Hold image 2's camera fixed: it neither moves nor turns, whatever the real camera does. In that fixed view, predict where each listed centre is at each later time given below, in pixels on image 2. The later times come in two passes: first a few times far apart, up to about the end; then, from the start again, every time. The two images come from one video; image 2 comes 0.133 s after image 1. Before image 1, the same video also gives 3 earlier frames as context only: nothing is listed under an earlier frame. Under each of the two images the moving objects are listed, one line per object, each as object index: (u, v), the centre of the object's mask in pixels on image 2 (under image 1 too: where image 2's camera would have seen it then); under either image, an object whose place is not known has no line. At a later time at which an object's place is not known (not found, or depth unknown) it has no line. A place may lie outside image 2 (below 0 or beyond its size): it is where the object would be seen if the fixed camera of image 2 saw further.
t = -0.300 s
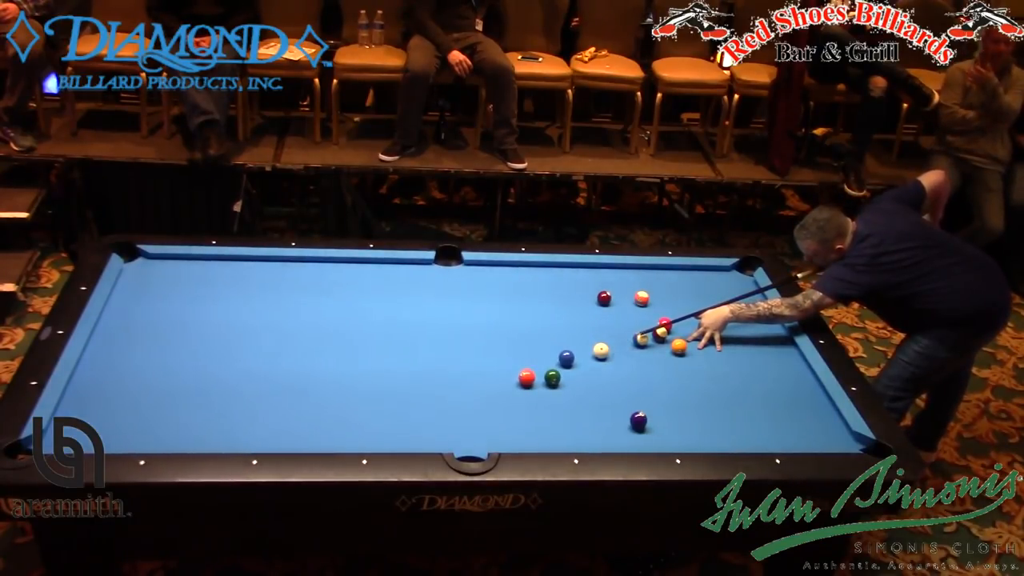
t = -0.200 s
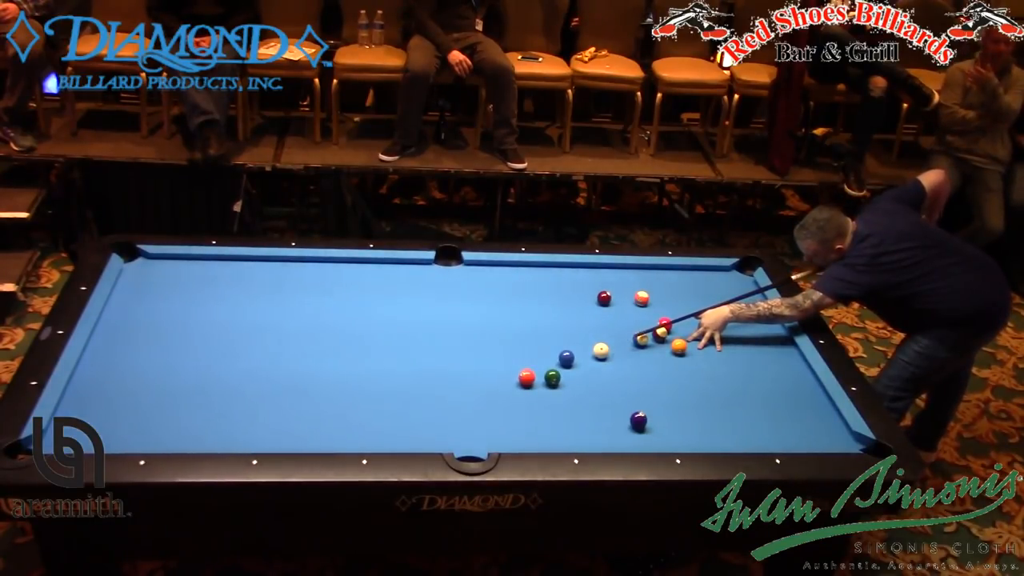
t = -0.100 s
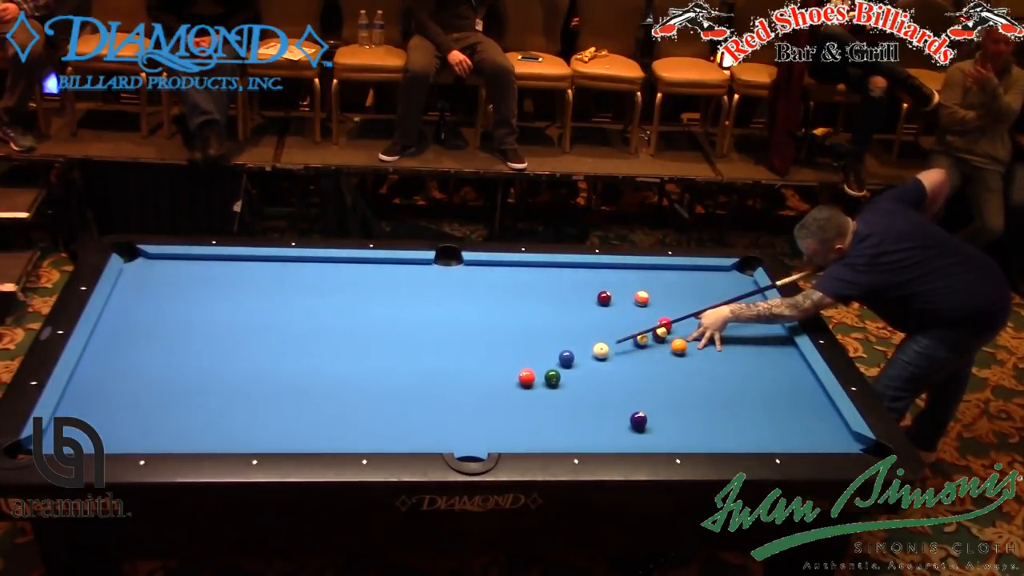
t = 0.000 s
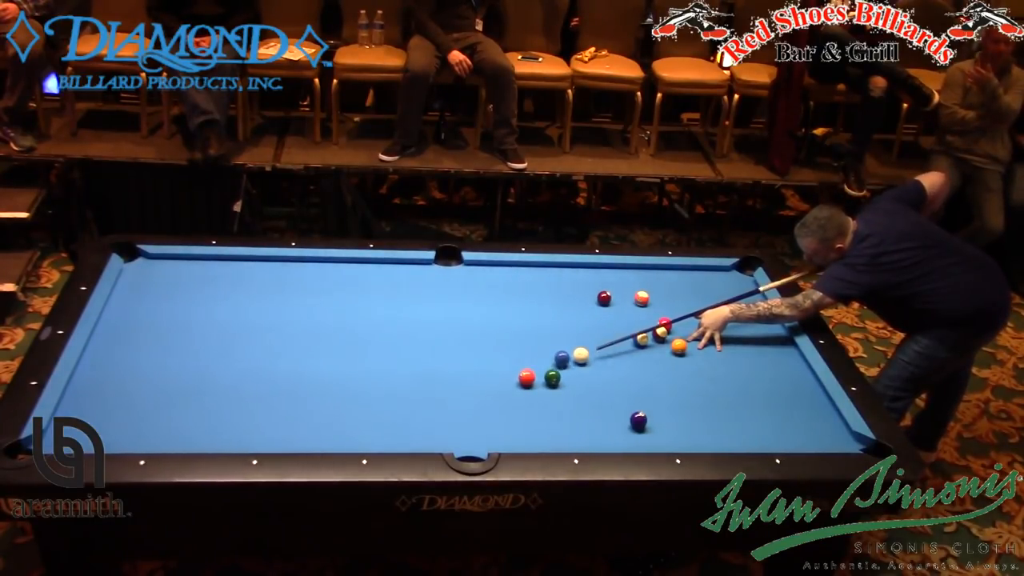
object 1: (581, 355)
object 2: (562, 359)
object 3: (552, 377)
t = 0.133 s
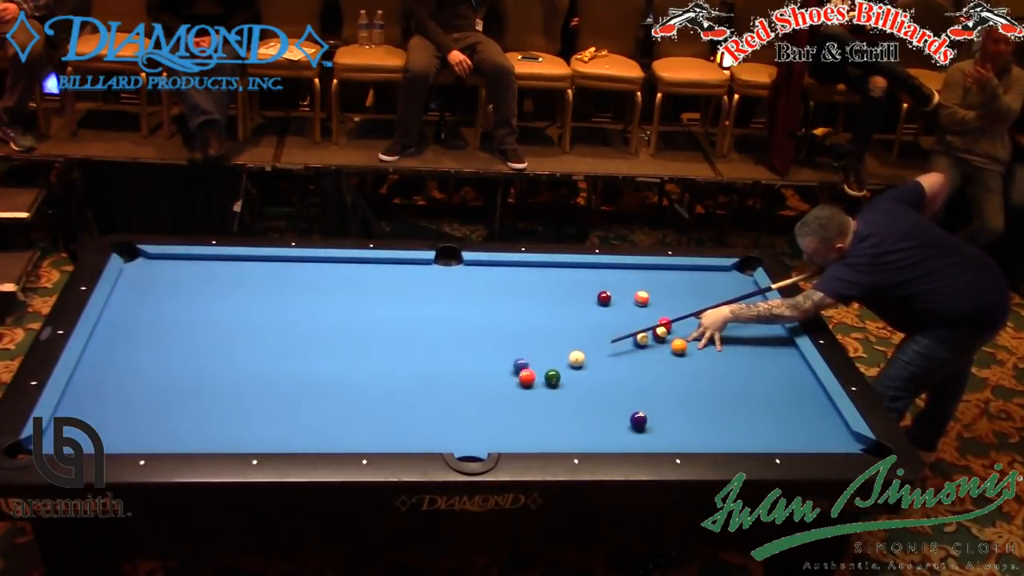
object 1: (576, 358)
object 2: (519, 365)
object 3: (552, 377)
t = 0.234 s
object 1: (570, 361)
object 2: (496, 371)
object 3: (552, 377)
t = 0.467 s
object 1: (556, 366)
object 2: (440, 381)
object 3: (552, 378)
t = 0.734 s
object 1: (544, 367)
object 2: (377, 393)
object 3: (549, 383)
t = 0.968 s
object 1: (535, 367)
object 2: (321, 403)
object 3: (547, 387)
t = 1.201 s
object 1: (526, 365)
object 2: (263, 413)
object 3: (545, 391)
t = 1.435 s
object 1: (520, 365)
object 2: (205, 423)
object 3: (544, 394)
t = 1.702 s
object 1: (515, 365)
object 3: (543, 397)
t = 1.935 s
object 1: (511, 366)
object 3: (542, 399)
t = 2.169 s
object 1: (510, 365)
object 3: (541, 400)
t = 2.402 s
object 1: (509, 365)
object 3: (541, 401)
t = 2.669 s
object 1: (509, 365)
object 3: (540, 401)
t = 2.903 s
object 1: (509, 365)
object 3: (540, 401)
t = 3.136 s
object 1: (509, 365)
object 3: (540, 401)
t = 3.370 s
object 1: (509, 365)
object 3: (540, 401)
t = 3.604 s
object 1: (509, 365)
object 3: (540, 401)
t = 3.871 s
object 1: (509, 365)
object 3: (540, 401)
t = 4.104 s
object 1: (509, 365)
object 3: (540, 401)
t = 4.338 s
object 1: (509, 365)
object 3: (540, 401)
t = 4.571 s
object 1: (509, 365)
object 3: (540, 401)
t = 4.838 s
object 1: (509, 365)
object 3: (540, 401)
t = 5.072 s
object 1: (509, 365)
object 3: (540, 401)
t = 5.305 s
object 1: (509, 365)
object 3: (540, 401)
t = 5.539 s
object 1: (509, 365)
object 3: (540, 401)
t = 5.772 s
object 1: (509, 365)
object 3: (540, 401)
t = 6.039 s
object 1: (509, 365)
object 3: (540, 401)
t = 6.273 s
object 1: (509, 365)
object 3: (540, 401)
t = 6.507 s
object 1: (509, 365)
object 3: (540, 401)
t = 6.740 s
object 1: (509, 365)
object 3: (540, 401)
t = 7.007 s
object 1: (509, 365)
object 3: (540, 401)
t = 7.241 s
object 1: (509, 365)
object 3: (540, 401)
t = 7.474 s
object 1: (509, 365)
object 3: (540, 401)
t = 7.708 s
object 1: (509, 365)
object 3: (540, 401)
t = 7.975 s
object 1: (509, 365)
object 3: (540, 401)
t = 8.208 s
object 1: (509, 365)
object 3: (540, 401)
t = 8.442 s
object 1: (509, 365)
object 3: (540, 401)
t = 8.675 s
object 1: (509, 365)
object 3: (540, 401)
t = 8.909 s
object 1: (509, 365)
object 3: (540, 401)
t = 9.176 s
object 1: (509, 365)
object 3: (540, 401)
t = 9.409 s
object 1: (509, 365)
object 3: (540, 401)
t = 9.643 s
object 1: (509, 365)
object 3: (540, 401)
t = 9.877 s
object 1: (509, 365)
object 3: (540, 401)
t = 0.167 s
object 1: (574, 359)
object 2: (512, 368)
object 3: (552, 377)
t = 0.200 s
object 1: (572, 360)
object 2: (503, 370)
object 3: (552, 377)
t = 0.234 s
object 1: (570, 361)
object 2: (496, 371)
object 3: (552, 377)
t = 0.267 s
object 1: (568, 362)
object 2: (487, 373)
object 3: (552, 377)
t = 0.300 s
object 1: (566, 363)
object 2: (480, 374)
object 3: (552, 377)
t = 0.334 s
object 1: (564, 364)
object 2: (472, 375)
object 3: (552, 377)
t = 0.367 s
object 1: (562, 365)
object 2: (464, 377)
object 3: (552, 377)
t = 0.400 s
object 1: (560, 365)
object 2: (457, 378)
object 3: (552, 377)
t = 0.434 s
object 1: (558, 365)
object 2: (449, 380)
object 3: (552, 378)
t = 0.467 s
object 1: (556, 366)
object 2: (440, 381)
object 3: (552, 378)
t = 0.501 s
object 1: (554, 366)
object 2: (433, 382)
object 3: (552, 379)
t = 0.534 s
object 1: (552, 366)
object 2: (425, 384)
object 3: (552, 379)
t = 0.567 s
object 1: (551, 366)
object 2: (417, 385)
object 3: (551, 380)
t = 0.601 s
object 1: (549, 367)
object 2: (409, 387)
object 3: (551, 380)
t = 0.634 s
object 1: (548, 367)
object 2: (401, 388)
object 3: (551, 381)
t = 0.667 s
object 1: (546, 367)
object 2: (393, 390)
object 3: (550, 381)
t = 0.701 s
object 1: (545, 367)
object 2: (385, 391)
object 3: (550, 382)
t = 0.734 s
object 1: (544, 367)
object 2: (377, 393)
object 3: (549, 383)
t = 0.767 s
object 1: (542, 367)
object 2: (369, 394)
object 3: (549, 383)
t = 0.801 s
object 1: (541, 367)
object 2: (361, 395)
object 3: (548, 384)
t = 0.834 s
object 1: (539, 368)
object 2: (353, 397)
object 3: (548, 385)
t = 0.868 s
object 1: (538, 368)
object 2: (345, 398)
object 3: (548, 385)
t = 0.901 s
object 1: (538, 368)
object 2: (337, 400)
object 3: (548, 386)
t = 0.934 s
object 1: (537, 367)
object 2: (329, 401)
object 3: (547, 386)
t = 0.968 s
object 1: (535, 367)
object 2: (321, 403)
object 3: (547, 387)
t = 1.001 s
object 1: (534, 366)
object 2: (312, 404)
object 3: (547, 388)
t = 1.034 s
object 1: (532, 366)
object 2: (304, 406)
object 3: (547, 388)
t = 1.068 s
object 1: (531, 366)
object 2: (296, 407)
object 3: (546, 389)
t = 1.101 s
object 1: (530, 366)
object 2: (288, 408)
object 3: (546, 390)
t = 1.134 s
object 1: (529, 366)
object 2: (280, 410)
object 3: (546, 391)
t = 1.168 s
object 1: (528, 365)
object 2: (271, 411)
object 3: (546, 391)
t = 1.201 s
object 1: (526, 365)
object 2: (263, 413)
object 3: (545, 391)
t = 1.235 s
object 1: (526, 365)
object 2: (255, 414)
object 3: (545, 392)
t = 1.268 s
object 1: (524, 365)
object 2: (246, 416)
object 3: (545, 392)
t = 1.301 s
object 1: (524, 365)
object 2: (238, 417)
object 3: (545, 393)
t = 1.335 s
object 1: (523, 365)
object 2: (229, 419)
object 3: (544, 393)
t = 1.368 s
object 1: (522, 365)
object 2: (221, 420)
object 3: (544, 393)
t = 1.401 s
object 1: (521, 365)
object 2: (213, 422)
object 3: (544, 394)
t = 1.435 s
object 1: (520, 365)
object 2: (205, 423)
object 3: (544, 394)
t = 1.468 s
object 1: (520, 365)
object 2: (196, 425)
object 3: (544, 395)
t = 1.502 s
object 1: (519, 365)
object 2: (187, 427)
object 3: (543, 395)
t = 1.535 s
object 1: (518, 365)
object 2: (179, 428)
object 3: (543, 396)
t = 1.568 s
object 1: (517, 365)
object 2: (170, 429)
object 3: (543, 396)
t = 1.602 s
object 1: (516, 365)
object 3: (543, 396)
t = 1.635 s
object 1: (516, 365)
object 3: (543, 397)
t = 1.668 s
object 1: (515, 365)
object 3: (543, 397)
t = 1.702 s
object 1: (515, 365)
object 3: (543, 397)
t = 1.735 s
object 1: (514, 365)
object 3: (543, 397)
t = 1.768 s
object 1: (514, 365)
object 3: (542, 398)
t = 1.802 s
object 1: (513, 365)
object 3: (542, 398)
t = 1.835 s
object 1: (513, 366)
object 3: (542, 398)
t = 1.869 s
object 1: (513, 365)
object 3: (542, 399)
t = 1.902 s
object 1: (512, 365)
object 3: (542, 399)
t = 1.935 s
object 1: (511, 366)
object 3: (542, 399)
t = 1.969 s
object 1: (511, 366)
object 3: (542, 399)
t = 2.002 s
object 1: (511, 366)
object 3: (542, 400)
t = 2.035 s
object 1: (510, 365)
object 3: (542, 400)
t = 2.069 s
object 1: (510, 366)
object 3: (542, 400)
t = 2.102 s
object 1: (510, 365)
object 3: (541, 400)
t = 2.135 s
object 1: (510, 365)
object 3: (541, 400)
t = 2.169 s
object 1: (510, 365)
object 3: (541, 400)
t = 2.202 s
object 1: (509, 365)
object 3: (541, 401)
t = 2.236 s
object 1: (509, 365)
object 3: (541, 401)
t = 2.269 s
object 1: (509, 365)
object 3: (541, 401)
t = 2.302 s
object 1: (509, 365)
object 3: (541, 401)
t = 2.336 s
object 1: (509, 365)
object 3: (541, 401)
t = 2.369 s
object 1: (509, 365)
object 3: (541, 401)
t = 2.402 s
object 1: (509, 365)
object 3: (541, 401)
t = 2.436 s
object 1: (509, 365)
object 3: (541, 401)
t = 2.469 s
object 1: (509, 365)
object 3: (541, 401)
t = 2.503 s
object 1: (509, 365)
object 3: (541, 401)
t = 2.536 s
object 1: (509, 365)
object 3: (540, 401)
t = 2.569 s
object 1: (509, 365)
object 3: (540, 401)
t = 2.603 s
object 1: (509, 365)
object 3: (540, 401)
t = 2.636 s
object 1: (509, 365)
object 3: (540, 401)
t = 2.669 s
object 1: (509, 365)
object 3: (540, 401)
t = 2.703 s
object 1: (509, 365)
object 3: (540, 401)
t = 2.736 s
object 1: (509, 365)
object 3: (540, 401)
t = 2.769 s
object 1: (509, 365)
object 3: (540, 401)
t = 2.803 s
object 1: (509, 365)
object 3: (540, 401)
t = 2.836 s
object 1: (509, 365)
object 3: (540, 401)
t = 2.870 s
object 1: (509, 365)
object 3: (540, 401)
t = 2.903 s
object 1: (509, 365)
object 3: (540, 401)
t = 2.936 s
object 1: (509, 365)
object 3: (540, 401)
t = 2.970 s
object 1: (509, 365)
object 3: (540, 401)
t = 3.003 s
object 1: (509, 365)
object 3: (540, 401)
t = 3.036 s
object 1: (509, 365)
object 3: (540, 401)
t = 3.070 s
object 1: (509, 365)
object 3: (540, 401)
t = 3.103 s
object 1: (509, 365)
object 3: (540, 401)
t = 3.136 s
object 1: (509, 365)
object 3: (540, 401)
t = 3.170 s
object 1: (509, 365)
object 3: (540, 401)
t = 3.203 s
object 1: (509, 365)
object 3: (540, 401)
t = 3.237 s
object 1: (509, 365)
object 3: (540, 401)
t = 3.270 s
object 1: (509, 365)
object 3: (540, 401)
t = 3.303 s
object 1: (509, 365)
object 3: (540, 401)
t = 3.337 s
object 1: (509, 365)
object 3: (540, 401)
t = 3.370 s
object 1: (509, 365)
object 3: (540, 401)
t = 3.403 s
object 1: (509, 365)
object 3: (540, 401)
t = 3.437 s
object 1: (509, 365)
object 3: (540, 401)
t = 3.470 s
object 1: (509, 365)
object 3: (540, 401)
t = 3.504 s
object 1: (509, 365)
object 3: (540, 401)
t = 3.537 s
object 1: (509, 365)
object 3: (540, 401)
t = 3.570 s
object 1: (509, 365)
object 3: (540, 401)
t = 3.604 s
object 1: (509, 365)
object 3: (540, 401)
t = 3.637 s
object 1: (509, 365)
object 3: (540, 401)
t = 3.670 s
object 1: (509, 365)
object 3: (540, 401)
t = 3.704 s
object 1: (509, 365)
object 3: (540, 401)
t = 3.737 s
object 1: (509, 365)
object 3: (540, 401)
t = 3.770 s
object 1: (509, 365)
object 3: (540, 401)
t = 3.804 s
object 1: (509, 365)
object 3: (540, 401)
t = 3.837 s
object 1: (509, 365)
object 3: (540, 401)
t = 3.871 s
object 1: (509, 365)
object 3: (540, 401)
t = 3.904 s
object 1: (509, 365)
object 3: (540, 401)
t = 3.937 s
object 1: (509, 365)
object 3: (540, 401)
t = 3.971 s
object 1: (509, 365)
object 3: (540, 401)
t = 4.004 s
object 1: (509, 365)
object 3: (540, 401)
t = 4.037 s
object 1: (509, 365)
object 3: (540, 401)
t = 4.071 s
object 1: (509, 365)
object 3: (540, 401)
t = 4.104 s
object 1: (509, 365)
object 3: (540, 401)
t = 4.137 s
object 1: (509, 365)
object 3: (540, 401)
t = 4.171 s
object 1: (509, 365)
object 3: (540, 401)
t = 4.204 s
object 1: (509, 365)
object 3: (540, 401)
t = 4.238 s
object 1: (509, 365)
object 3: (540, 401)
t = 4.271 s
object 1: (509, 365)
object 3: (540, 401)
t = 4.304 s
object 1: (509, 365)
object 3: (540, 401)
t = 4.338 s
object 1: (509, 365)
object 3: (540, 401)
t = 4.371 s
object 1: (509, 365)
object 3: (540, 401)
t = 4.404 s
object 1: (509, 365)
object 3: (540, 401)
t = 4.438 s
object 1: (509, 365)
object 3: (540, 401)
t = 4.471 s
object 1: (509, 365)
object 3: (540, 401)
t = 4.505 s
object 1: (509, 365)
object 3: (540, 401)
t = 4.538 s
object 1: (509, 365)
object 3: (540, 401)
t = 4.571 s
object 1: (509, 365)
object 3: (540, 401)
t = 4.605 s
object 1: (509, 365)
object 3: (540, 401)
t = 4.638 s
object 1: (509, 365)
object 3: (540, 401)
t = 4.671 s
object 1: (509, 365)
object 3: (540, 401)
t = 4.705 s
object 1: (509, 365)
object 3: (540, 401)
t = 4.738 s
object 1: (509, 365)
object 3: (540, 401)
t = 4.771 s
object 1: (509, 365)
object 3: (540, 401)
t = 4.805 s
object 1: (509, 365)
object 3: (540, 401)
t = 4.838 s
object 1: (509, 365)
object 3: (540, 401)
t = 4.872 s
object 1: (509, 365)
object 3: (540, 401)
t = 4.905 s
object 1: (509, 365)
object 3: (540, 401)
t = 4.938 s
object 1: (509, 365)
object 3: (540, 401)
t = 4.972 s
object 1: (509, 365)
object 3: (540, 401)
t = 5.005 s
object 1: (509, 365)
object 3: (540, 401)
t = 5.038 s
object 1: (509, 365)
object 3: (540, 401)
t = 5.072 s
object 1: (509, 365)
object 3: (540, 401)
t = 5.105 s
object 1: (509, 365)
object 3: (540, 401)
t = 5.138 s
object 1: (509, 365)
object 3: (540, 401)
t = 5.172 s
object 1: (509, 365)
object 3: (540, 401)
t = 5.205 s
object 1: (509, 365)
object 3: (540, 401)
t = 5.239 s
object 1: (509, 365)
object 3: (540, 401)
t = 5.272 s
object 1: (509, 365)
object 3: (540, 401)
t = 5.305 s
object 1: (509, 365)
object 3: (540, 401)
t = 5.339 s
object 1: (509, 365)
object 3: (540, 401)
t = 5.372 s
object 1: (509, 365)
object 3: (540, 401)
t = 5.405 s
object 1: (509, 365)
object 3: (540, 401)
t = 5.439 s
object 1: (509, 365)
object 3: (540, 401)
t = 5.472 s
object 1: (509, 365)
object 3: (540, 401)
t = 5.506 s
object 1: (509, 365)
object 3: (540, 401)
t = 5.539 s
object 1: (509, 365)
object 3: (540, 401)
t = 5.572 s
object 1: (509, 365)
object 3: (540, 401)
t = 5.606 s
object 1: (509, 365)
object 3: (540, 401)
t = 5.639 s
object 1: (509, 365)
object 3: (540, 401)
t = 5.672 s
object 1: (509, 365)
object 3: (540, 401)
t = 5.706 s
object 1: (509, 365)
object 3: (540, 401)
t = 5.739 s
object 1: (509, 365)
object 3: (540, 401)
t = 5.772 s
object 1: (509, 365)
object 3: (540, 401)
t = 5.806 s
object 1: (509, 365)
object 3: (540, 401)
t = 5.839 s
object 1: (509, 365)
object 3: (540, 401)
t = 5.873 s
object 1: (509, 365)
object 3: (540, 401)
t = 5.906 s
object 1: (509, 365)
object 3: (540, 401)
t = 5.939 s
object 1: (509, 365)
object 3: (540, 401)
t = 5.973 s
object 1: (509, 365)
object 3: (540, 401)
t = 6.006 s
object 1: (509, 365)
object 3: (540, 401)
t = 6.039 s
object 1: (509, 365)
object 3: (540, 401)
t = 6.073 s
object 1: (509, 365)
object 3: (540, 401)
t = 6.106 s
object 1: (509, 365)
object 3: (540, 401)
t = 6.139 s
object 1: (509, 365)
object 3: (540, 401)
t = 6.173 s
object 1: (509, 365)
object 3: (540, 401)
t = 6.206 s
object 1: (509, 365)
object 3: (540, 401)
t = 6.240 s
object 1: (509, 365)
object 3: (540, 401)
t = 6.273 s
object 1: (509, 365)
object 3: (540, 401)
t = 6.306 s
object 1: (509, 365)
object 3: (540, 401)
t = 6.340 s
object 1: (509, 365)
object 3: (540, 401)
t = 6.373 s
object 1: (509, 365)
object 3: (540, 401)
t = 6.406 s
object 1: (509, 365)
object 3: (540, 401)
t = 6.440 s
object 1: (509, 365)
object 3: (540, 401)
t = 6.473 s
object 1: (509, 365)
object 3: (540, 401)
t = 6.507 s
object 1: (509, 365)
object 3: (540, 401)
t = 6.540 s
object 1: (509, 365)
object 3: (540, 401)
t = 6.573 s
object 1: (509, 365)
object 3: (540, 401)
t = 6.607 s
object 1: (509, 365)
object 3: (540, 401)
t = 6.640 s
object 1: (509, 365)
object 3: (540, 401)
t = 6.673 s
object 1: (509, 365)
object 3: (540, 401)
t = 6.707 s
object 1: (509, 365)
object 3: (540, 401)
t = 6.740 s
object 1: (509, 365)
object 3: (540, 401)
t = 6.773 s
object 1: (509, 365)
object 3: (540, 401)
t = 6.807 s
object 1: (509, 365)
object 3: (540, 401)
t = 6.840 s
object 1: (509, 365)
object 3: (540, 401)
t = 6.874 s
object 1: (509, 365)
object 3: (540, 401)
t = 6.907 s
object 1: (509, 365)
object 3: (540, 401)
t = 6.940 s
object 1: (509, 365)
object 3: (540, 401)
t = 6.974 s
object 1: (509, 365)
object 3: (540, 401)
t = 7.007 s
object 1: (509, 365)
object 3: (540, 401)
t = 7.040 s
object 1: (509, 365)
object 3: (540, 401)
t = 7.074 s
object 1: (509, 365)
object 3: (540, 401)
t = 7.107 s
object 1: (509, 365)
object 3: (540, 401)
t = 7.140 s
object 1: (509, 365)
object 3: (540, 401)
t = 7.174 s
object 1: (509, 365)
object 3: (540, 401)
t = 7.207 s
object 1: (509, 365)
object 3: (540, 401)
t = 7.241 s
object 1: (509, 365)
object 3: (540, 401)
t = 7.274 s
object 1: (509, 365)
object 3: (540, 401)
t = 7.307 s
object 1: (509, 365)
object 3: (540, 401)
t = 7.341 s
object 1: (509, 365)
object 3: (540, 401)
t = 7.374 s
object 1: (509, 365)
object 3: (540, 401)
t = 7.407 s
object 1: (509, 365)
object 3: (540, 401)
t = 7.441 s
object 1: (509, 365)
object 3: (540, 401)
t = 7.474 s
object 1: (509, 365)
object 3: (540, 401)
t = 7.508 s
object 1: (509, 365)
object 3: (540, 401)
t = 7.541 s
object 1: (509, 365)
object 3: (540, 401)
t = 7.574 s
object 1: (509, 365)
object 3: (540, 401)
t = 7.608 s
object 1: (509, 365)
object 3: (540, 401)
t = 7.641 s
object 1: (509, 365)
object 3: (540, 401)
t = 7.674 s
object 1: (509, 365)
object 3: (540, 401)
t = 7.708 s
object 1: (509, 365)
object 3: (540, 401)
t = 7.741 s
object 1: (509, 365)
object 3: (540, 401)
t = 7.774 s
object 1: (509, 365)
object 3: (540, 401)
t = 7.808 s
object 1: (509, 365)
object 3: (540, 401)
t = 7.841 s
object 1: (509, 365)
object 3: (540, 401)
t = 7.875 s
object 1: (509, 365)
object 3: (540, 401)
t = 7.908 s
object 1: (509, 365)
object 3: (540, 401)
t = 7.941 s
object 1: (509, 365)
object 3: (540, 401)
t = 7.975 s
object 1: (509, 365)
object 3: (540, 401)
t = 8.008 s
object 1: (509, 365)
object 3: (540, 401)
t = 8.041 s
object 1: (509, 365)
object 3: (540, 401)
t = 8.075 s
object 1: (509, 365)
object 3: (540, 401)
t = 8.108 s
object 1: (509, 365)
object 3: (540, 401)
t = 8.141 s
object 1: (509, 365)
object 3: (540, 401)
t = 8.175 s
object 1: (509, 365)
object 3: (540, 401)
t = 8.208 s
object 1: (509, 365)
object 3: (540, 401)
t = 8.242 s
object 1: (509, 365)
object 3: (540, 401)
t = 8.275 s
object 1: (509, 365)
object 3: (540, 401)
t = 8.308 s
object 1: (509, 365)
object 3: (540, 401)
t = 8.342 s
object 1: (509, 365)
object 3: (540, 401)
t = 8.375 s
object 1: (509, 365)
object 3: (540, 401)
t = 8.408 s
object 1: (509, 365)
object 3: (540, 401)
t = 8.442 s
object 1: (509, 365)
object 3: (540, 401)
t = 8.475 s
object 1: (509, 365)
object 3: (540, 401)
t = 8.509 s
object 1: (509, 365)
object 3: (540, 401)
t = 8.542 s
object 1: (509, 365)
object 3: (540, 401)
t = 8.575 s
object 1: (509, 365)
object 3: (540, 401)
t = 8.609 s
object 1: (509, 365)
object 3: (540, 401)
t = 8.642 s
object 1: (509, 365)
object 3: (540, 401)
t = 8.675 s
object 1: (509, 365)
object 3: (540, 401)
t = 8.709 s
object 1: (509, 365)
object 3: (540, 401)
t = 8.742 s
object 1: (509, 365)
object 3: (540, 401)
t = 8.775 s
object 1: (509, 365)
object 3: (540, 401)
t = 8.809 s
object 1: (509, 365)
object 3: (540, 401)
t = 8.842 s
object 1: (509, 365)
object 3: (540, 401)
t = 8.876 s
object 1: (509, 365)
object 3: (540, 401)
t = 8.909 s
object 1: (509, 365)
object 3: (540, 401)
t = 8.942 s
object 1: (509, 365)
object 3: (540, 401)
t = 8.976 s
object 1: (509, 365)
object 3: (540, 401)
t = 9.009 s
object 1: (509, 365)
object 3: (540, 401)
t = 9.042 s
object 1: (509, 365)
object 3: (540, 401)
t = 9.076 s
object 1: (509, 365)
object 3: (540, 401)
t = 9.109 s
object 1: (509, 365)
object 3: (540, 401)
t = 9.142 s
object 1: (509, 365)
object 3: (540, 401)
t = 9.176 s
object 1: (509, 365)
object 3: (540, 401)
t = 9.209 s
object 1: (509, 365)
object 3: (540, 401)
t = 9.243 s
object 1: (509, 365)
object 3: (540, 401)
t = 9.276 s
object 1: (509, 365)
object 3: (540, 401)
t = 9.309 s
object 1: (509, 365)
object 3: (540, 401)
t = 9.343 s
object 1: (509, 365)
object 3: (540, 401)
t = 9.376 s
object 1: (509, 365)
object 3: (540, 401)
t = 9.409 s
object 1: (509, 365)
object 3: (540, 401)
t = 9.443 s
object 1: (509, 365)
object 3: (540, 401)
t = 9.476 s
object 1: (509, 365)
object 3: (540, 401)
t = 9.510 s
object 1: (509, 365)
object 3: (540, 401)
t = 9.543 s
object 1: (509, 365)
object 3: (540, 401)
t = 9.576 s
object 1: (509, 365)
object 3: (540, 401)
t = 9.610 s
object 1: (509, 365)
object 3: (540, 401)
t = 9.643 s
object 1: (509, 365)
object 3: (540, 401)
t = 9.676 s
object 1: (509, 365)
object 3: (540, 401)
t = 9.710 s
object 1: (509, 365)
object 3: (540, 401)
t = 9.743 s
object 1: (509, 365)
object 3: (540, 401)
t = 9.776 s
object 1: (509, 365)
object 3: (540, 401)
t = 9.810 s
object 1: (509, 365)
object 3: (540, 401)
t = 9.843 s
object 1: (509, 365)
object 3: (540, 401)
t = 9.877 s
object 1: (509, 365)
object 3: (540, 401)
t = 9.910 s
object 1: (509, 365)
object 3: (540, 401)
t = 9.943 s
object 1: (509, 365)
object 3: (540, 401)
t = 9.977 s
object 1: (509, 365)
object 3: (540, 401)
